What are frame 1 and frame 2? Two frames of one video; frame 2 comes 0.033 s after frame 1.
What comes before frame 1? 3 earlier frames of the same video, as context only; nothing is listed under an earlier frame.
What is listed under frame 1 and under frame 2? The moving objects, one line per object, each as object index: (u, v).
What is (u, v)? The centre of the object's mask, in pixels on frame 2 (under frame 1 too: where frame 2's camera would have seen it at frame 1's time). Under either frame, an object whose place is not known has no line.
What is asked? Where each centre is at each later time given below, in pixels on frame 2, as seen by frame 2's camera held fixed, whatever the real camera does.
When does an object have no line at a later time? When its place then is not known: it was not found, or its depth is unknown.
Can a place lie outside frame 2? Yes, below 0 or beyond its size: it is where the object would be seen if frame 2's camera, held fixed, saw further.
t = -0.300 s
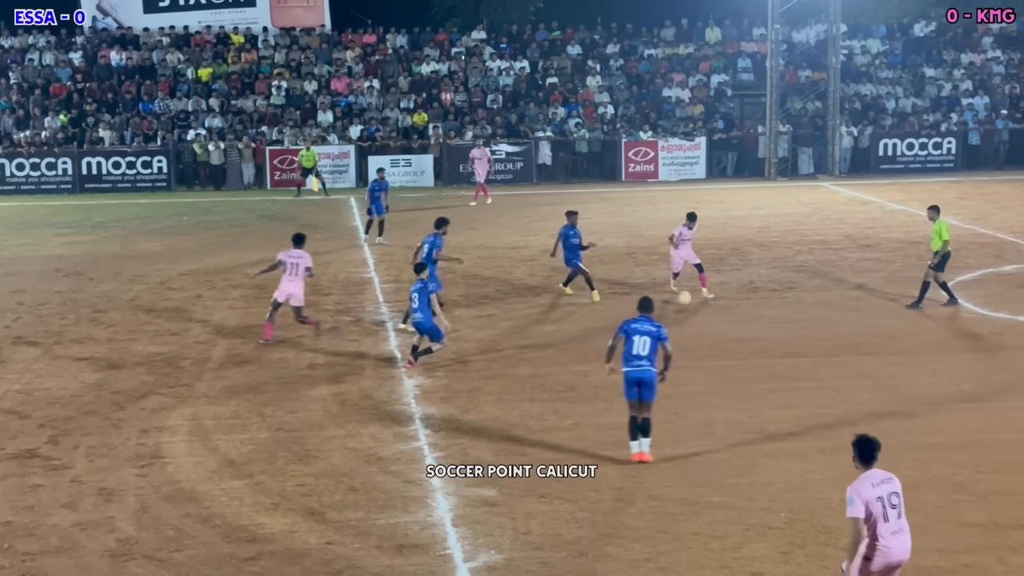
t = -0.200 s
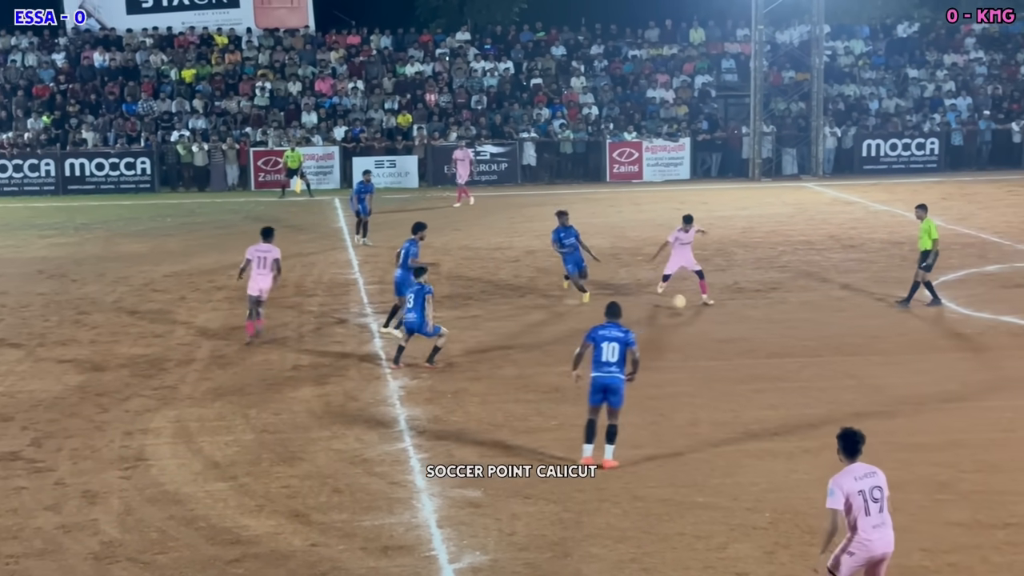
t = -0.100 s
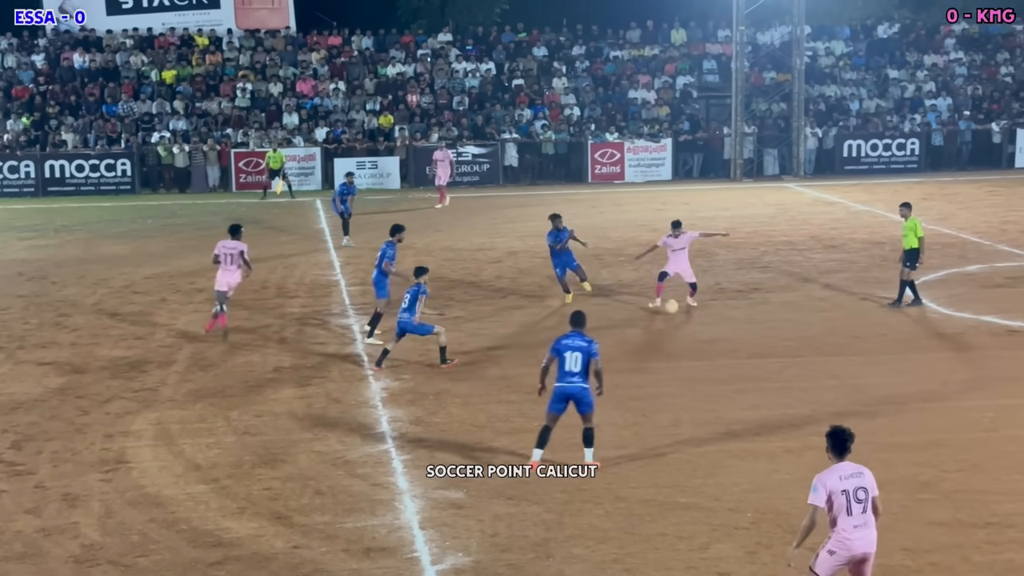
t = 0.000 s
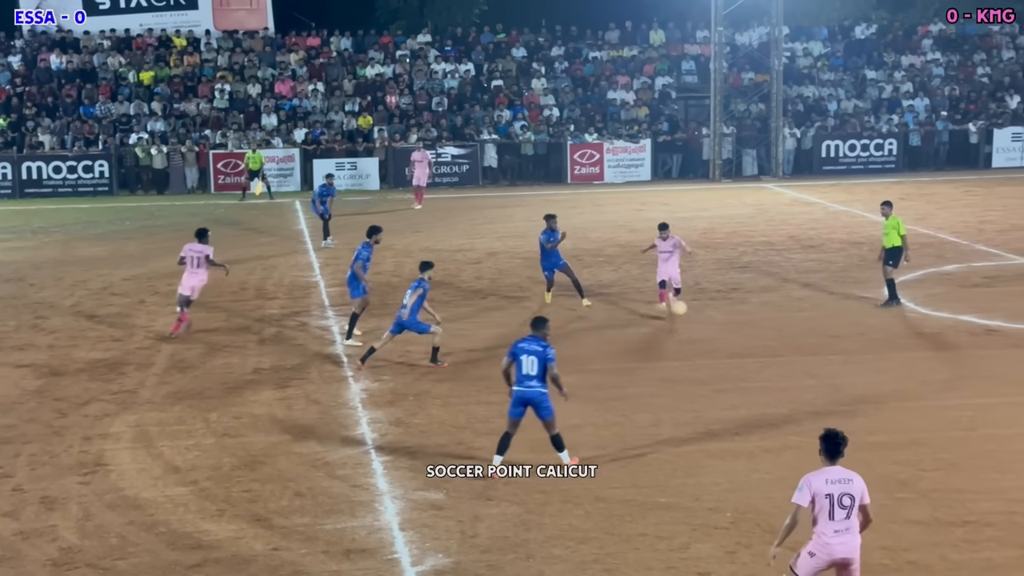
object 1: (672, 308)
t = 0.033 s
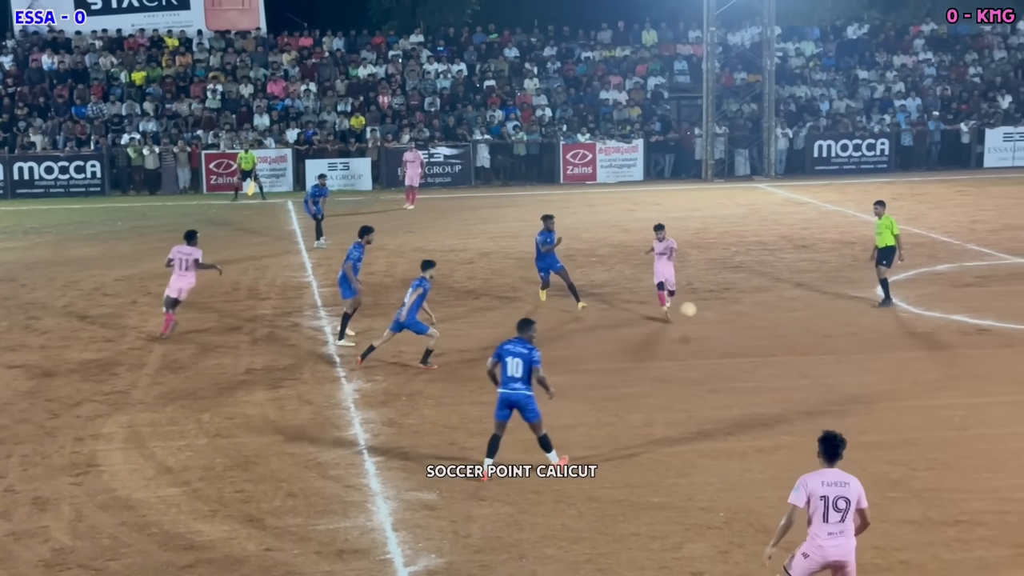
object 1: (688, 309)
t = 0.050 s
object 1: (696, 310)
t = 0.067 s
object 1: (705, 311)
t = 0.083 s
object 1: (714, 314)
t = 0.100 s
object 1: (722, 316)
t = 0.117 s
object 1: (731, 318)
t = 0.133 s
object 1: (740, 320)
